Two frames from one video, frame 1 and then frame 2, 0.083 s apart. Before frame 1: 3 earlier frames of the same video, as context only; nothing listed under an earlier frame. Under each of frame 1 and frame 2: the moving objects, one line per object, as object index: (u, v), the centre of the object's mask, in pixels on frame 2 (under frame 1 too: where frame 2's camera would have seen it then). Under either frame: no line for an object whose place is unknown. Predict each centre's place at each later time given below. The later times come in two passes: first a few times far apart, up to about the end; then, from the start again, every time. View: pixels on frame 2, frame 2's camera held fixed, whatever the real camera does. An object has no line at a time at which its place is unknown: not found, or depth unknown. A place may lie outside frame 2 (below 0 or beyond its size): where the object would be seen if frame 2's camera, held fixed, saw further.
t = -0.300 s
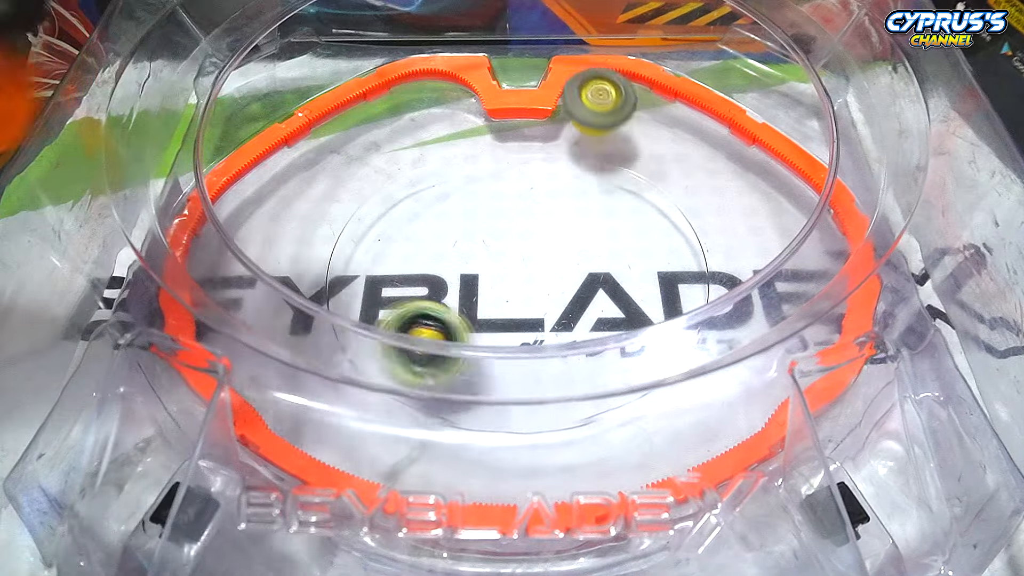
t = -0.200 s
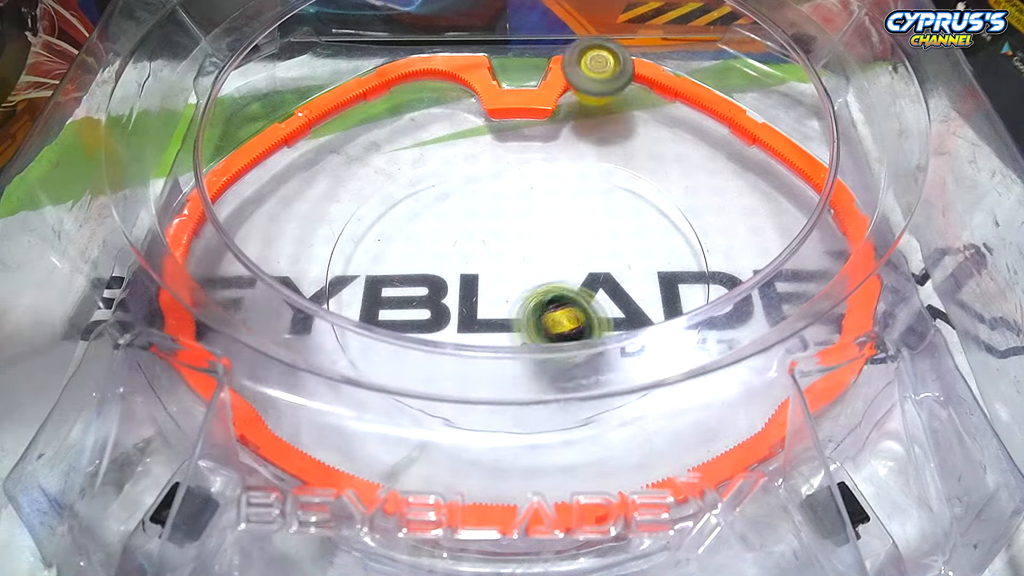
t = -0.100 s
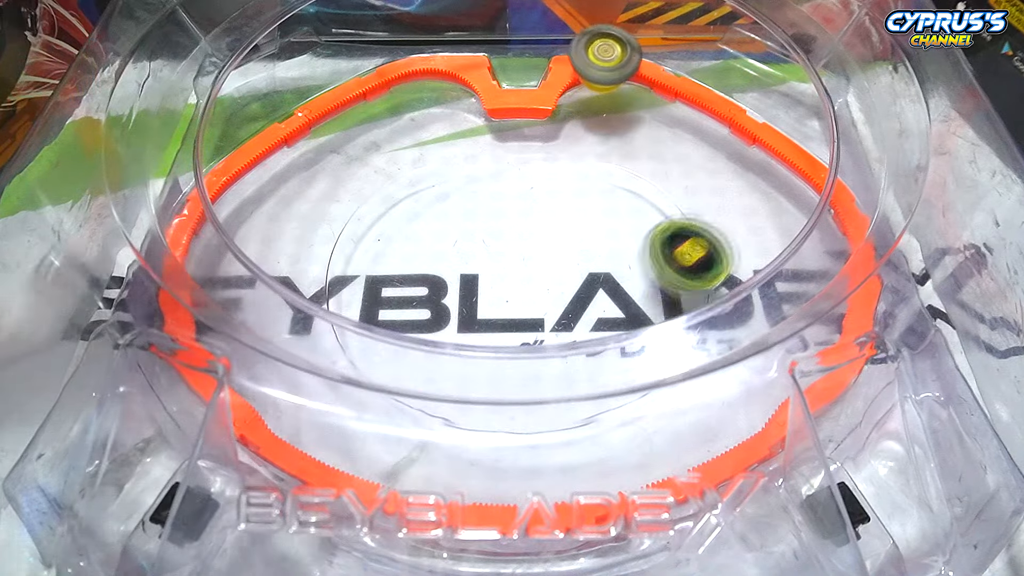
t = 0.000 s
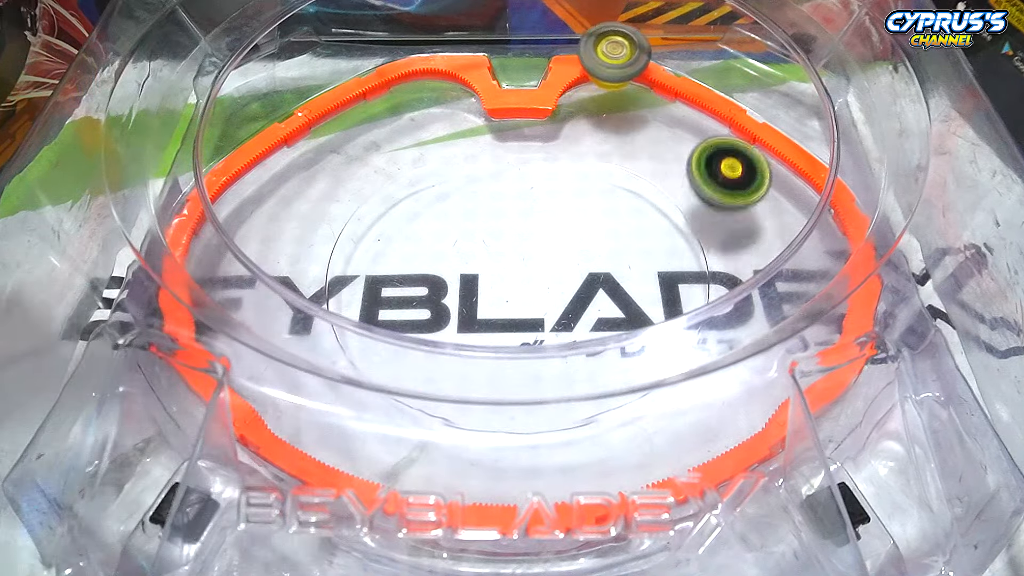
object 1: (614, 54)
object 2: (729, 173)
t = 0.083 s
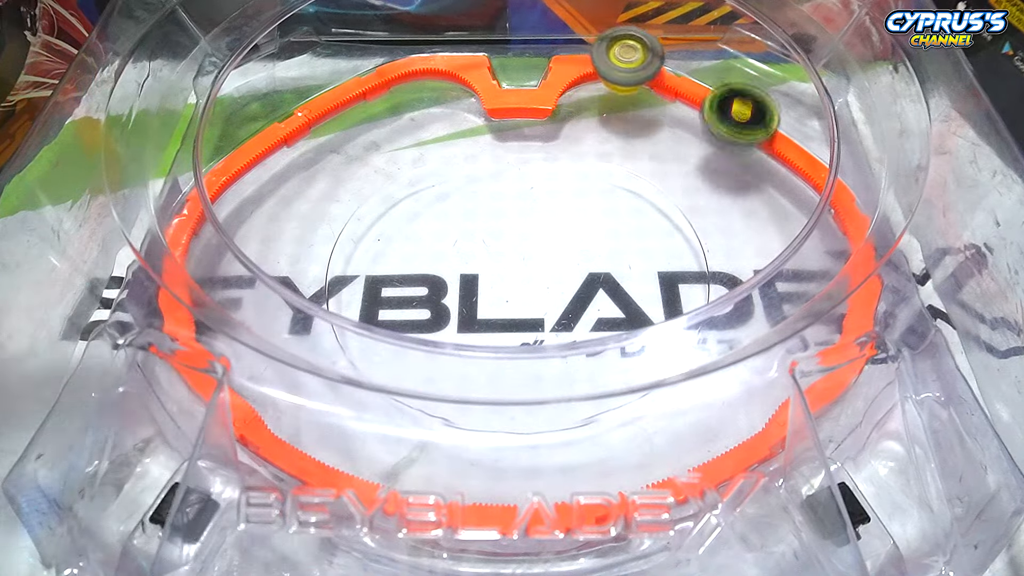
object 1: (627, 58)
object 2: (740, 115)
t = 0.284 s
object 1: (364, 151)
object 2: (470, 278)
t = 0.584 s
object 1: (327, 287)
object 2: (566, 408)
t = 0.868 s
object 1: (586, 141)
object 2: (798, 103)
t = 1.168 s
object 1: (668, 197)
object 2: (520, 56)
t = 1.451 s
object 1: (653, 302)
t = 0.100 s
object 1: (630, 59)
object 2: (741, 103)
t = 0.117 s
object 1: (633, 61)
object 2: (724, 94)
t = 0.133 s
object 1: (633, 60)
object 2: (688, 93)
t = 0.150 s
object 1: (628, 52)
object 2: (666, 103)
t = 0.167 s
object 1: (597, 57)
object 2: (646, 119)
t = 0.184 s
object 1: (563, 67)
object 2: (624, 138)
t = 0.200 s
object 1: (527, 80)
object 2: (602, 164)
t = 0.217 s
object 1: (494, 97)
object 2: (578, 193)
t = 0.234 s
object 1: (461, 120)
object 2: (552, 218)
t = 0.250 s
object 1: (427, 133)
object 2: (527, 232)
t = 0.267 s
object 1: (396, 140)
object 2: (499, 253)
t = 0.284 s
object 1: (364, 151)
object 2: (470, 278)
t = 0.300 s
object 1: (331, 164)
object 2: (443, 300)
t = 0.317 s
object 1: (297, 183)
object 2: (418, 316)
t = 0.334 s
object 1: (264, 198)
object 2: (394, 331)
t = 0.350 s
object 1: (237, 204)
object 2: (372, 343)
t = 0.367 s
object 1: (202, 222)
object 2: (344, 367)
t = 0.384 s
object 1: (178, 237)
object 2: (318, 382)
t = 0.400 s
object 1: (172, 249)
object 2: (290, 410)
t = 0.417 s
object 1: (179, 265)
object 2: (277, 415)
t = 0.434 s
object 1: (191, 283)
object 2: (280, 417)
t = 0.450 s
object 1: (199, 309)
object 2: (306, 417)
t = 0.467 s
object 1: (201, 349)
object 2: (335, 415)
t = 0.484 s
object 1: (226, 387)
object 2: (368, 415)
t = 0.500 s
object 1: (237, 410)
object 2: (398, 419)
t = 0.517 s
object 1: (258, 383)
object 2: (430, 427)
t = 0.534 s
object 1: (278, 348)
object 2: (464, 426)
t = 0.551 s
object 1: (291, 319)
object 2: (499, 417)
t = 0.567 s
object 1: (308, 303)
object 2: (533, 410)
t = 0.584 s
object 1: (327, 287)
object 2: (566, 408)
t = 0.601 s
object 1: (345, 277)
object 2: (599, 409)
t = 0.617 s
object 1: (364, 271)
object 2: (632, 412)
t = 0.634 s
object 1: (381, 267)
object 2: (669, 408)
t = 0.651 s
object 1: (399, 249)
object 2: (710, 393)
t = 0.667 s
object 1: (419, 231)
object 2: (739, 385)
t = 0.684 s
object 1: (438, 218)
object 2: (773, 384)
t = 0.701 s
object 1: (456, 210)
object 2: (810, 368)
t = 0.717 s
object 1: (474, 203)
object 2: (820, 328)
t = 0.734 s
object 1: (491, 191)
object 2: (832, 294)
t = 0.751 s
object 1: (508, 183)
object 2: (848, 263)
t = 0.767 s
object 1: (524, 176)
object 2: (860, 238)
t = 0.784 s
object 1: (539, 169)
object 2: (867, 216)
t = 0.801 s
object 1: (552, 162)
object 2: (875, 183)
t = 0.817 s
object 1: (563, 156)
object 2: (867, 166)
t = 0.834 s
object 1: (572, 150)
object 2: (842, 140)
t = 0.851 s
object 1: (580, 145)
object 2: (820, 121)
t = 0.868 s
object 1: (586, 141)
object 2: (798, 103)
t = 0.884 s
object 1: (591, 136)
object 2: (782, 90)
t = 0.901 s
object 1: (595, 134)
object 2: (765, 74)
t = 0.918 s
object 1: (599, 130)
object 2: (750, 61)
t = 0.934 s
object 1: (603, 126)
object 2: (734, 50)
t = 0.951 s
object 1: (608, 122)
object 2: (719, 39)
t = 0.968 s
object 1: (614, 116)
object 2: (703, 29)
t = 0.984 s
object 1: (619, 113)
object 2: (688, 24)
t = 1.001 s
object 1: (624, 110)
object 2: (672, 24)
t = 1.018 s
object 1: (630, 107)
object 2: (656, 29)
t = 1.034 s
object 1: (635, 104)
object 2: (642, 38)
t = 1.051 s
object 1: (641, 112)
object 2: (627, 38)
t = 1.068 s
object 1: (645, 119)
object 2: (612, 29)
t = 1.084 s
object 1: (649, 128)
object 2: (597, 25)
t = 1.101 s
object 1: (655, 145)
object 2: (580, 24)
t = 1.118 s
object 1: (659, 158)
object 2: (564, 28)
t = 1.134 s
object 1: (662, 170)
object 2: (548, 36)
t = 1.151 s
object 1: (665, 186)
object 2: (534, 44)
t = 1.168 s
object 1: (668, 197)
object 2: (520, 56)
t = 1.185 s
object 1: (669, 206)
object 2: (507, 67)
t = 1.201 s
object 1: (670, 219)
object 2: (488, 78)
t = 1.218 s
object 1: (670, 228)
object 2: (469, 95)
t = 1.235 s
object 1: (670, 239)
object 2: (451, 112)
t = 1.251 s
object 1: (669, 248)
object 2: (436, 134)
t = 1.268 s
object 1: (667, 257)
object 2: (418, 147)
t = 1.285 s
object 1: (665, 265)
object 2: (400, 165)
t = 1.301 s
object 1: (664, 274)
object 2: (382, 185)
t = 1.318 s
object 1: (663, 281)
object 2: (364, 207)
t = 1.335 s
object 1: (661, 285)
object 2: (349, 228)
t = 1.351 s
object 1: (660, 288)
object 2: (331, 253)
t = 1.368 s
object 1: (658, 292)
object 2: (322, 269)
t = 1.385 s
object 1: (657, 294)
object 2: (318, 291)
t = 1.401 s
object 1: (656, 297)
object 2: (315, 320)
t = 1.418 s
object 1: (656, 299)
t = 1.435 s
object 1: (654, 301)
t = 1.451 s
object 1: (653, 302)
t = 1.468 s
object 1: (654, 304)
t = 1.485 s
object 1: (654, 305)
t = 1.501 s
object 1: (654, 306)
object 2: (452, 388)
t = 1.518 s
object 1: (654, 307)
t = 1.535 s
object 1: (656, 307)
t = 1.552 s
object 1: (662, 305)
